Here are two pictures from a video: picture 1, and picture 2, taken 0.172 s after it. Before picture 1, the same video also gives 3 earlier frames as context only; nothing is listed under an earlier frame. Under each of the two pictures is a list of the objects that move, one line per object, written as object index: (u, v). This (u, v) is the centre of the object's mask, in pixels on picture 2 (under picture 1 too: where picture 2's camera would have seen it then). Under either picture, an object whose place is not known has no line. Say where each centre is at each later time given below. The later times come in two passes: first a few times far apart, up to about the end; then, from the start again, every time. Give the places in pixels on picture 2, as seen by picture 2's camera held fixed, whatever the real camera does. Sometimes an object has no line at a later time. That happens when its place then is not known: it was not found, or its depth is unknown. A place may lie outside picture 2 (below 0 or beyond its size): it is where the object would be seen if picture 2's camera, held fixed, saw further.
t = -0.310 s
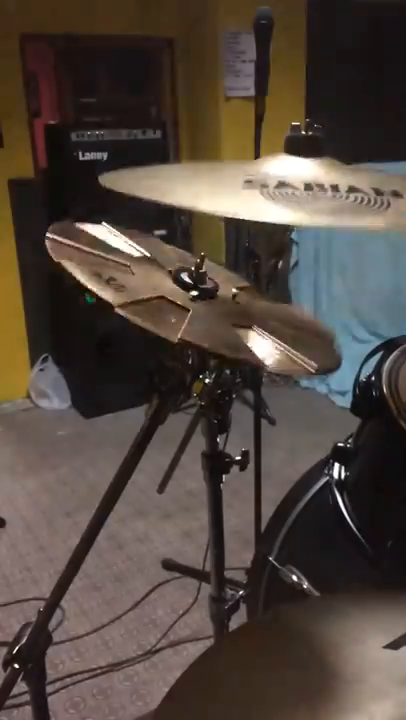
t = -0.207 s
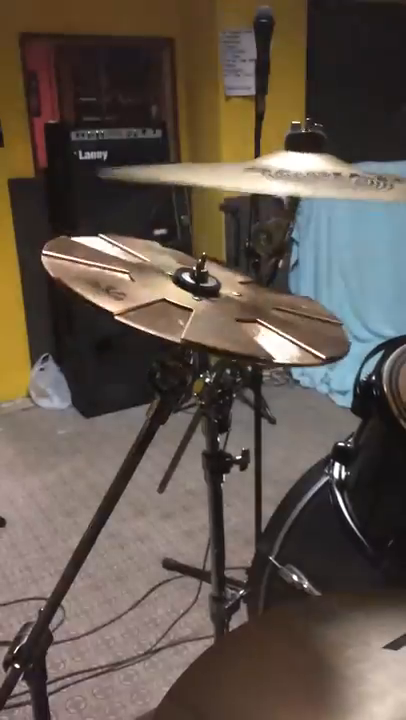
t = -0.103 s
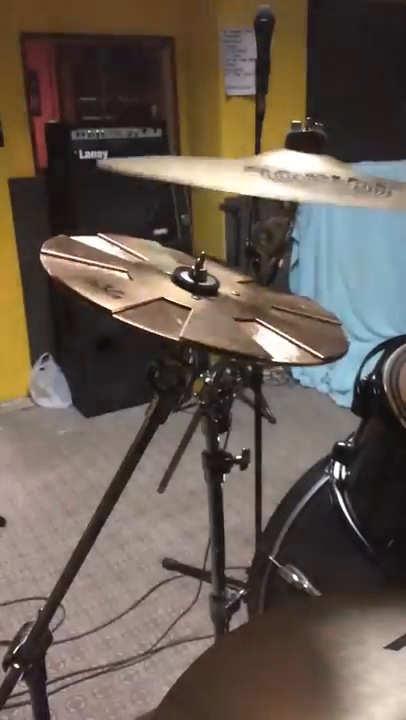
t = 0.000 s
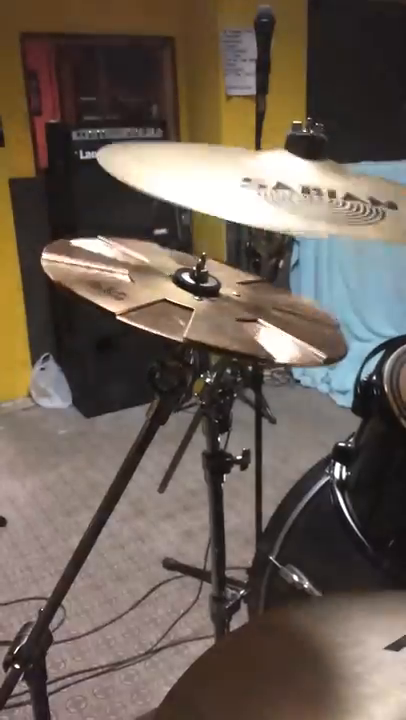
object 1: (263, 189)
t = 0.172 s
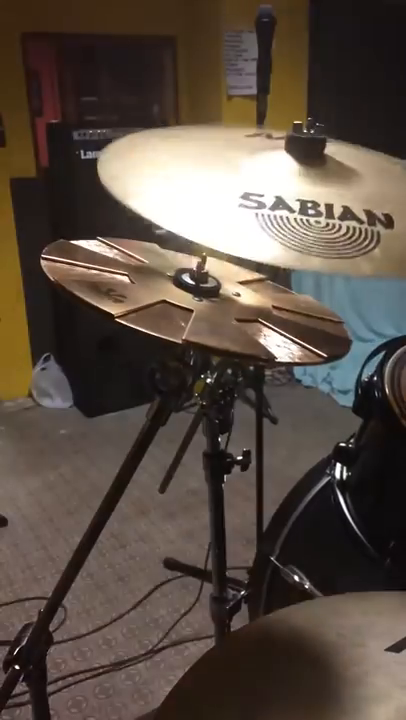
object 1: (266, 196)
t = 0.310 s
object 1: (270, 192)
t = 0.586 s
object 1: (264, 189)
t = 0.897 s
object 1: (268, 193)
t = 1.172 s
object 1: (266, 190)
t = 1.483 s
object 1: (267, 191)
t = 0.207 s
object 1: (267, 196)
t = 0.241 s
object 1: (268, 195)
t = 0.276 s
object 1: (267, 194)
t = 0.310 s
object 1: (270, 192)
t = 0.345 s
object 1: (269, 191)
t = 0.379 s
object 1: (270, 189)
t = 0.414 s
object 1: (270, 187)
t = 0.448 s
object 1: (272, 183)
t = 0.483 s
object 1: (269, 184)
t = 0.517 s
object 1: (267, 185)
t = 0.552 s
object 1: (266, 187)
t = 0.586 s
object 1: (264, 189)
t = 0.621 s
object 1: (265, 189)
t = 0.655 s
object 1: (265, 191)
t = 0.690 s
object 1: (264, 193)
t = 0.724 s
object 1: (265, 194)
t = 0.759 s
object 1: (265, 194)
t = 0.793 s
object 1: (265, 194)
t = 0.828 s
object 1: (266, 194)
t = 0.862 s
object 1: (267, 194)
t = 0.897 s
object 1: (268, 193)
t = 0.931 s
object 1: (268, 192)
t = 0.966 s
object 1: (270, 190)
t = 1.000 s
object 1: (269, 188)
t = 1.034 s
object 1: (269, 188)
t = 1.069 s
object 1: (269, 188)
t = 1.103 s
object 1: (268, 188)
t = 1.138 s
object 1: (267, 189)
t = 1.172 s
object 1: (266, 190)
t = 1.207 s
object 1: (266, 191)
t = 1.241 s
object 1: (266, 192)
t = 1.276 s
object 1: (266, 193)
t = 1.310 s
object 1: (266, 193)
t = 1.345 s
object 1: (266, 193)
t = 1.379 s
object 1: (266, 193)
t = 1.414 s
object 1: (266, 192)
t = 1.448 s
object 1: (266, 192)
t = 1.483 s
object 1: (267, 191)
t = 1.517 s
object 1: (267, 190)
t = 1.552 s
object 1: (267, 190)
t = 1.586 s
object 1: (267, 190)
